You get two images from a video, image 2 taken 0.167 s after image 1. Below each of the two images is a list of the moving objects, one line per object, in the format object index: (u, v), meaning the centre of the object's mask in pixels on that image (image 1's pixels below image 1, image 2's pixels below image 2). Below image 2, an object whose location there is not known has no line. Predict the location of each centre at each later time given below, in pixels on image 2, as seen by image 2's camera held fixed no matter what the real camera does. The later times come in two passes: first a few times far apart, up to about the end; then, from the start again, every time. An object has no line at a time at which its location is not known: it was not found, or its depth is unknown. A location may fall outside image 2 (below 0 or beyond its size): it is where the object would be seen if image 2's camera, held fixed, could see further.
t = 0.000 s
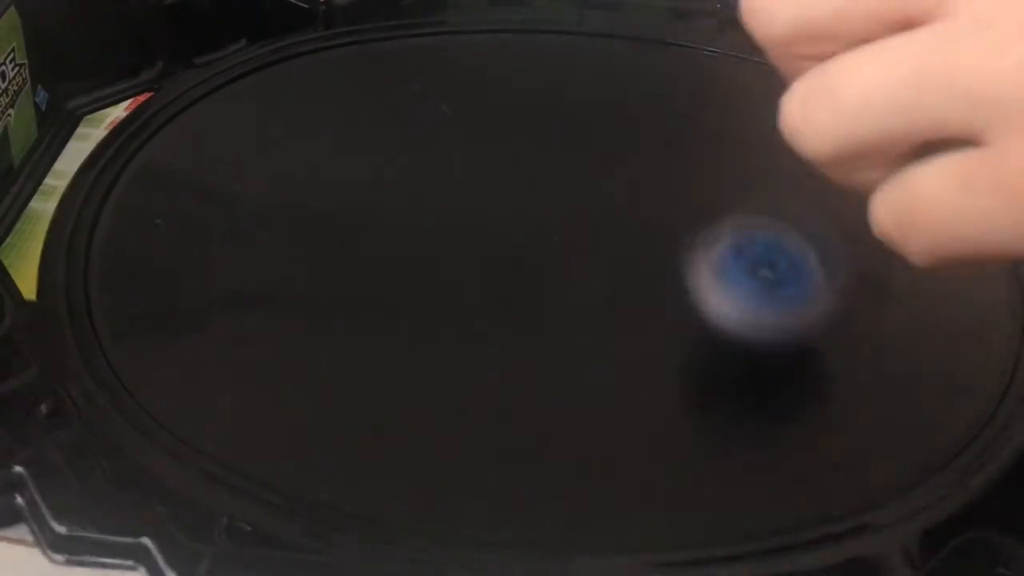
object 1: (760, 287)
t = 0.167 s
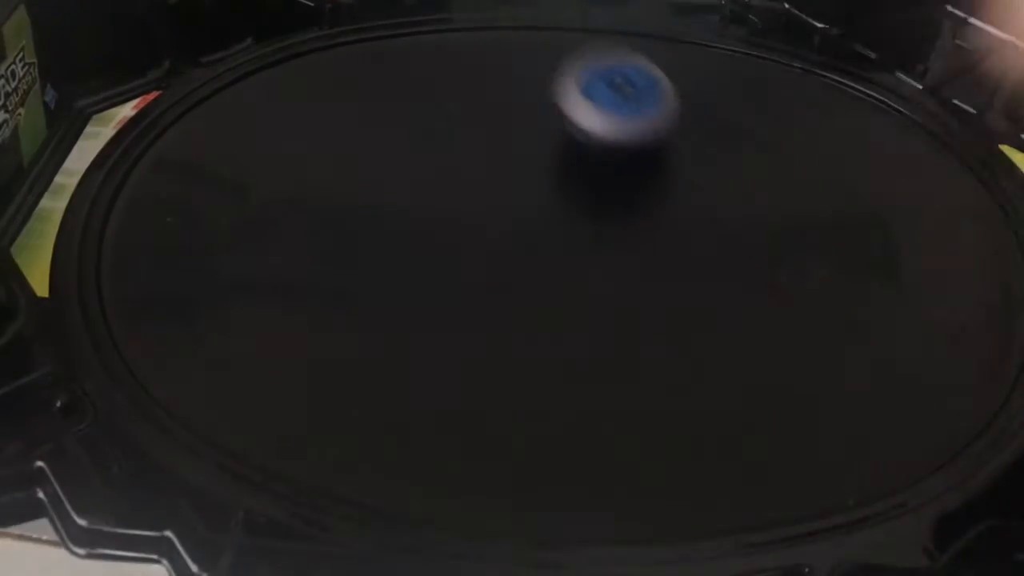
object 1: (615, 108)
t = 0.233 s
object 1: (563, 77)
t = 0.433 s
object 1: (416, 34)
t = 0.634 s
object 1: (328, 61)
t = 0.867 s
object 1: (304, 152)
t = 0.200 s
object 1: (589, 93)
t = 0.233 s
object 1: (563, 77)
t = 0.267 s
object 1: (537, 63)
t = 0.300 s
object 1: (511, 47)
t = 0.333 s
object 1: (486, 42)
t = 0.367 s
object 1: (461, 37)
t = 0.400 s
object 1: (438, 34)
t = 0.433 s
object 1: (416, 34)
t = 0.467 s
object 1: (396, 35)
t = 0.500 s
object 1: (380, 39)
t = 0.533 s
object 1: (365, 42)
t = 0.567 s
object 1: (352, 46)
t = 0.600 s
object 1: (340, 52)
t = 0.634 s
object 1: (328, 61)
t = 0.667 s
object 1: (319, 74)
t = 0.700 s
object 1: (312, 94)
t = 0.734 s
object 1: (307, 103)
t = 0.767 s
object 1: (304, 109)
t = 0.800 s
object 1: (302, 119)
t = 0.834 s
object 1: (301, 139)
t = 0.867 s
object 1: (304, 152)
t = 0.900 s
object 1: (310, 168)
